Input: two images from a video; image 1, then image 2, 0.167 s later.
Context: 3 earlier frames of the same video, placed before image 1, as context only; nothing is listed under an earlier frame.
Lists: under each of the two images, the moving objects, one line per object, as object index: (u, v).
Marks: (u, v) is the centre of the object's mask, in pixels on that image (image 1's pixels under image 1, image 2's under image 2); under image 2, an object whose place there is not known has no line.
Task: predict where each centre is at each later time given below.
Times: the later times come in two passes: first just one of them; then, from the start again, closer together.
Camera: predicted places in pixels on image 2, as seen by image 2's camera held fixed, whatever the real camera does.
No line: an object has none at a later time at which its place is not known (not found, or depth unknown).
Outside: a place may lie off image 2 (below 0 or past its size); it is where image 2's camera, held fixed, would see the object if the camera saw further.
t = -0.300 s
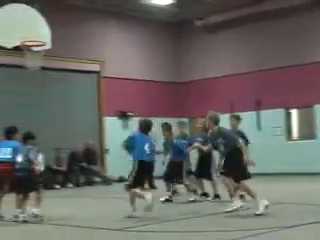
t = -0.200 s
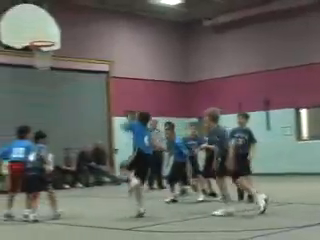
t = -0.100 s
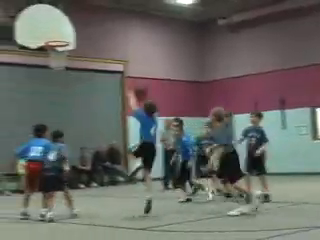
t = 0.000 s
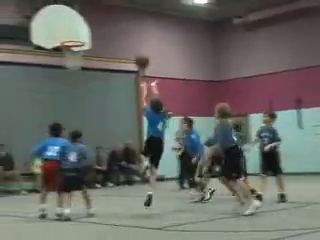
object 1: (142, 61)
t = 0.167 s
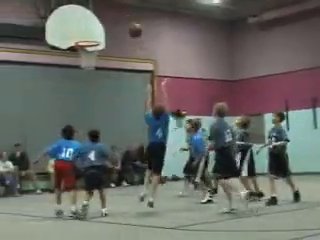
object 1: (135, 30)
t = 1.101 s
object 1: (77, 46)
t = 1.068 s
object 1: (78, 42)
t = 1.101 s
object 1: (77, 46)
